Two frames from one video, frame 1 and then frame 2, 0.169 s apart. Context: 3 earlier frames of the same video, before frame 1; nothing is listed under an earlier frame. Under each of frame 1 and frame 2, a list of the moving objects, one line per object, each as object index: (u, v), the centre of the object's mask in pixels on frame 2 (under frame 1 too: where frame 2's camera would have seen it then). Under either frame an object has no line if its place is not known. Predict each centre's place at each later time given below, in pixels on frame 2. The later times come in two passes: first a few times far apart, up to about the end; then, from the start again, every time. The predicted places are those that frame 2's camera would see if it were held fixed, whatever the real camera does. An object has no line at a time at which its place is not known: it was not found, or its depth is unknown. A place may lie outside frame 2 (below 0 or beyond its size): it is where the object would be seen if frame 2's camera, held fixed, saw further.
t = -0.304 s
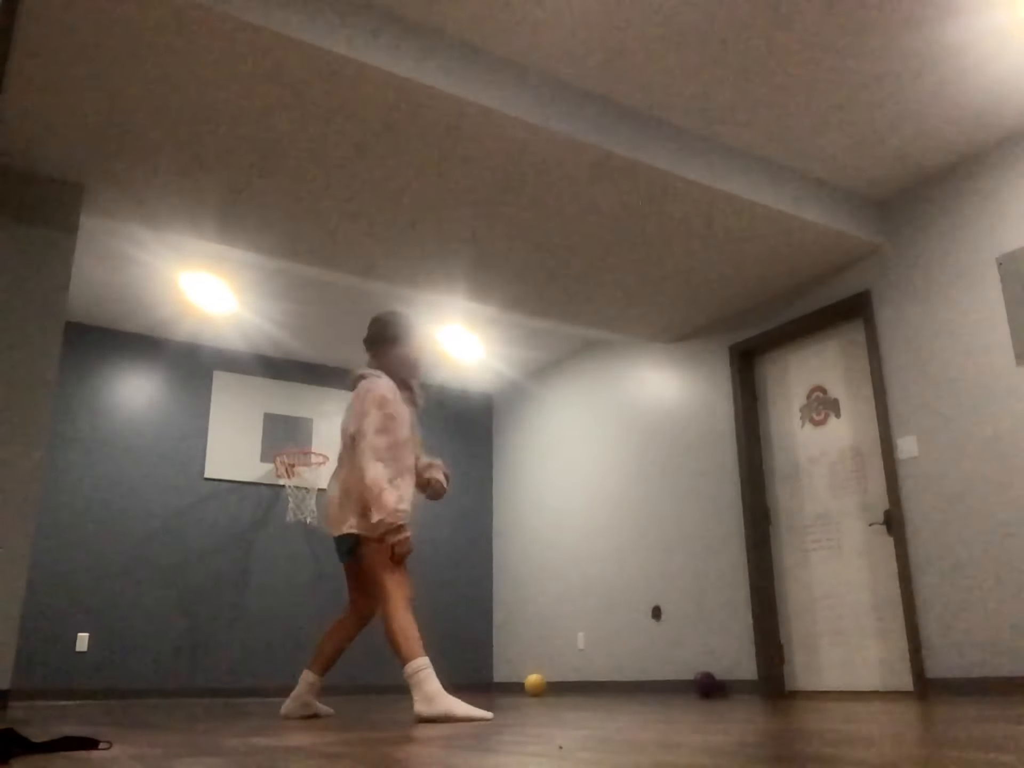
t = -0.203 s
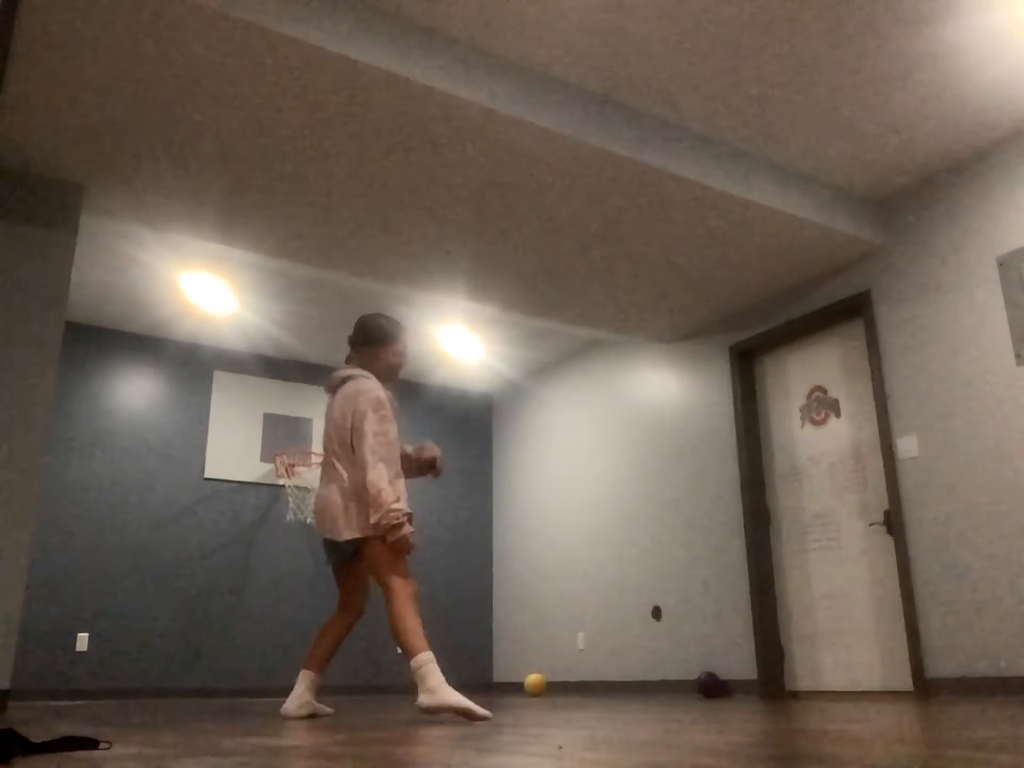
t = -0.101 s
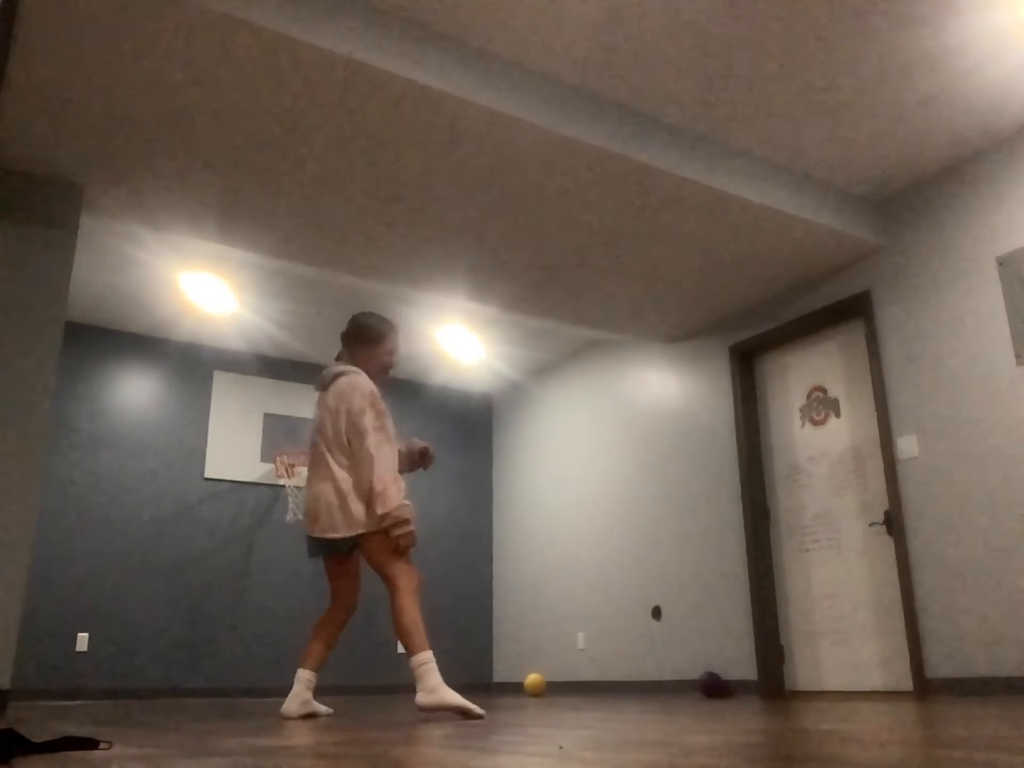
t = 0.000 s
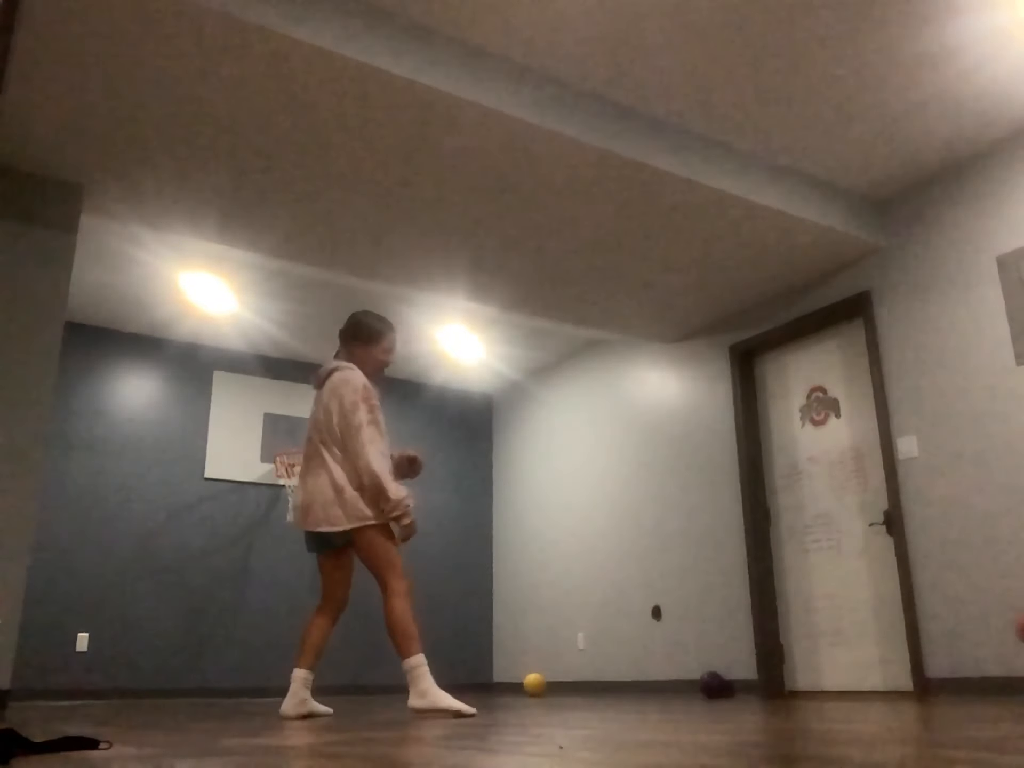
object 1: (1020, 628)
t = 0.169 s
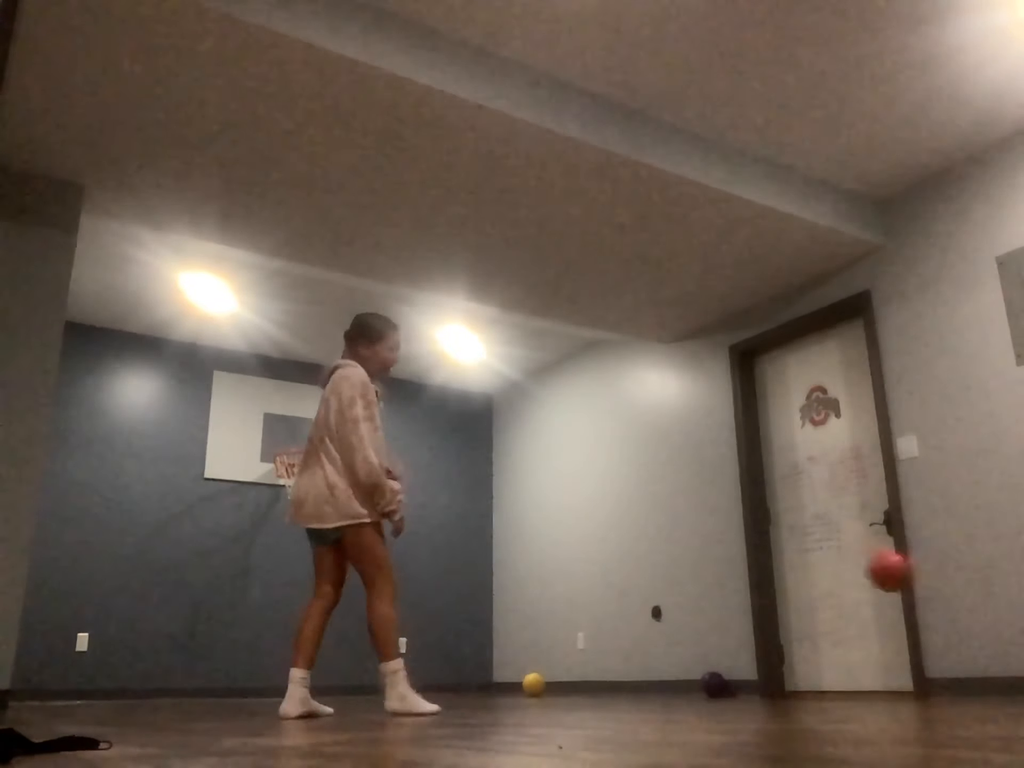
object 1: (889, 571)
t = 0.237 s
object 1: (837, 570)
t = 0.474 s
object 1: (683, 655)
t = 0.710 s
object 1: (542, 649)
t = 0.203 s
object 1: (864, 569)
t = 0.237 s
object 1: (837, 570)
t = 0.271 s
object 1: (813, 575)
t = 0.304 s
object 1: (790, 582)
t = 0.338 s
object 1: (766, 590)
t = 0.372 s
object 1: (746, 603)
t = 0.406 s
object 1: (723, 618)
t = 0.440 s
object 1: (703, 636)
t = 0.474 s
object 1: (683, 655)
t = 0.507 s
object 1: (664, 677)
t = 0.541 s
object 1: (643, 684)
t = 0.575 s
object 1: (621, 670)
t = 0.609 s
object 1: (600, 660)
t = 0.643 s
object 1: (581, 653)
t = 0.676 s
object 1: (561, 650)
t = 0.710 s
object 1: (542, 649)
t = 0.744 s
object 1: (525, 651)
